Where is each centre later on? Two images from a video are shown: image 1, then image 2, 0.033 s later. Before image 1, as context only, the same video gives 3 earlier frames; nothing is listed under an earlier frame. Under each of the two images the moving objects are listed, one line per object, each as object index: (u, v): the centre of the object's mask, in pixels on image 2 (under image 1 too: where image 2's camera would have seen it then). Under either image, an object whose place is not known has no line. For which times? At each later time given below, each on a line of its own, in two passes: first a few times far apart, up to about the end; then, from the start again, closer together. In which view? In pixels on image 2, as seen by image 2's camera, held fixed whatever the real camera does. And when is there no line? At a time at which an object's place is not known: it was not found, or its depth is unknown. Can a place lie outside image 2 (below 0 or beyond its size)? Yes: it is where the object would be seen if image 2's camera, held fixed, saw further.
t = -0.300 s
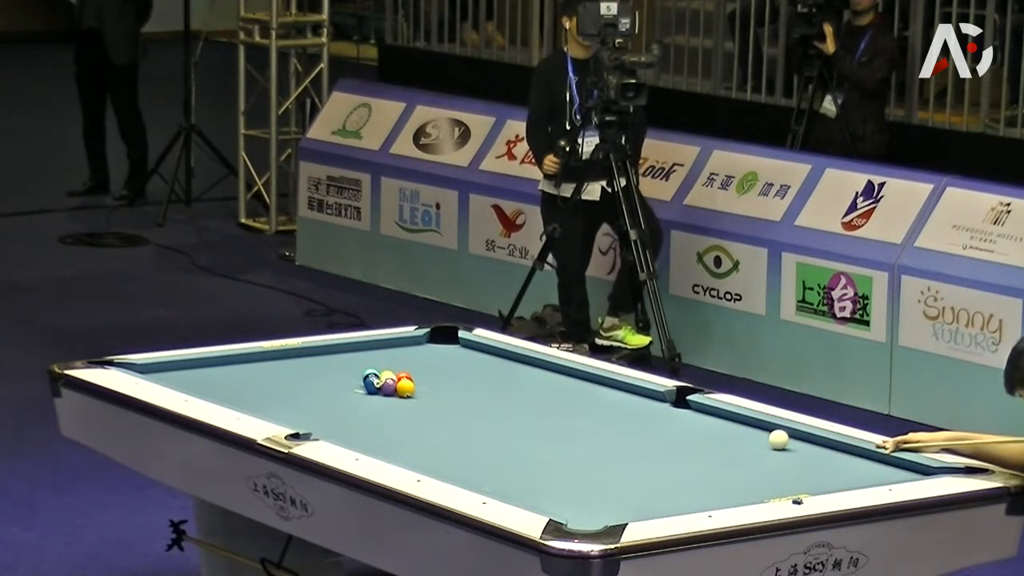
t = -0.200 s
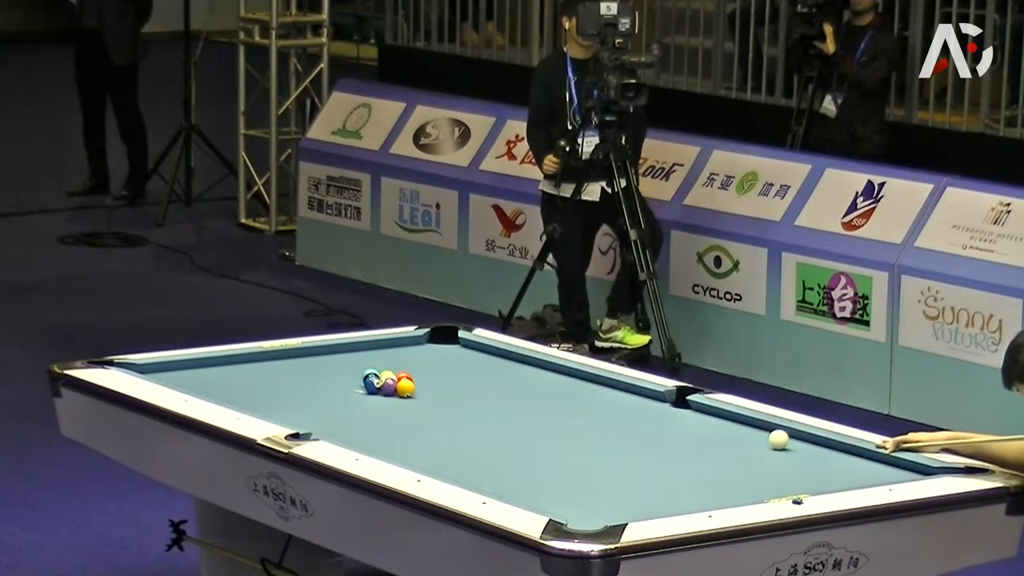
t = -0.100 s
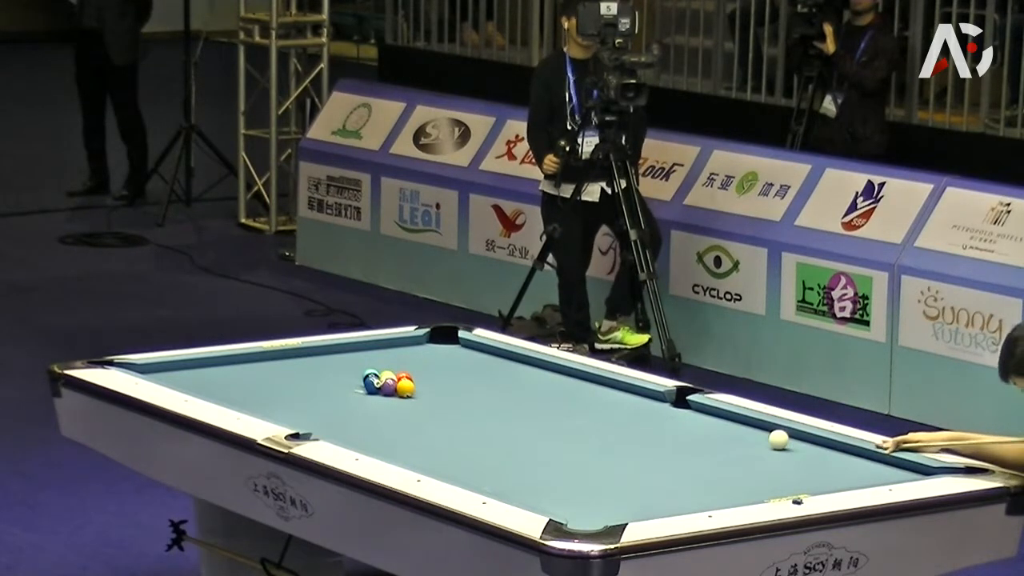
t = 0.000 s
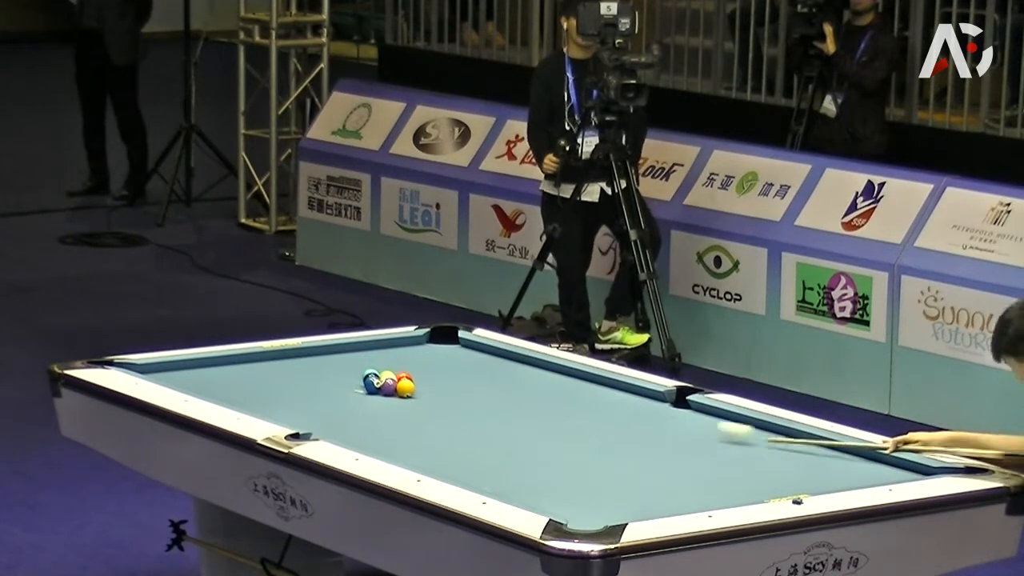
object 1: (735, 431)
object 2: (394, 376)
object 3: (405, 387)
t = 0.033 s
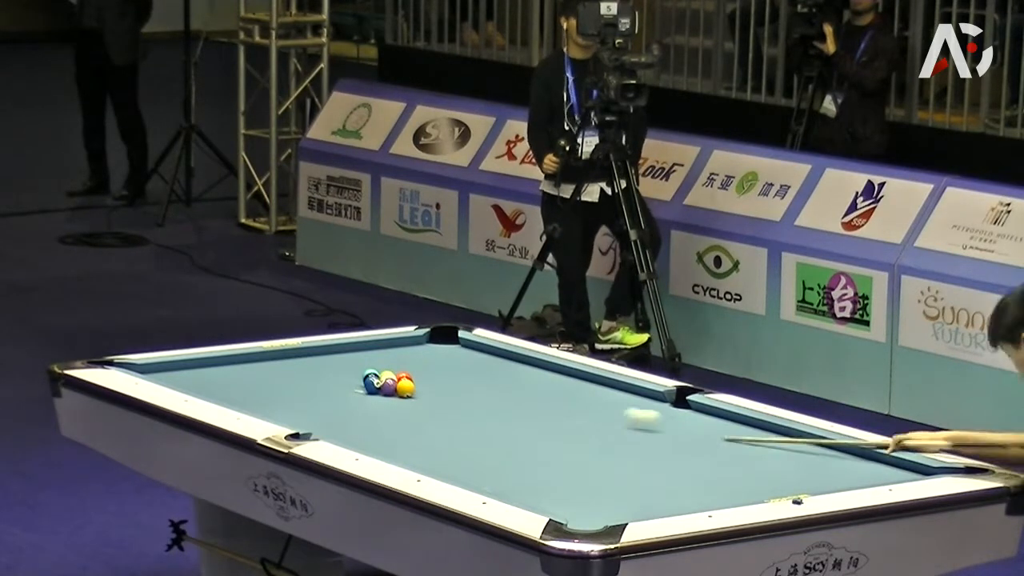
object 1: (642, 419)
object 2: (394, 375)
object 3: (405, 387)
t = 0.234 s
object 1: (454, 381)
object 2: (387, 382)
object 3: (389, 400)
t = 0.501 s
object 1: (511, 375)
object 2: (385, 380)
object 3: (359, 425)
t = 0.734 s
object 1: (548, 368)
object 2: (383, 379)
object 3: (339, 436)
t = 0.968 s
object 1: (530, 371)
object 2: (381, 378)
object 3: (347, 430)
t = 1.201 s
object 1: (513, 373)
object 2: (380, 377)
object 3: (353, 421)
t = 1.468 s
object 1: (494, 377)
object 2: (380, 376)
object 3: (361, 411)
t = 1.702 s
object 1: (479, 380)
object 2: (379, 376)
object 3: (367, 403)
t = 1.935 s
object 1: (463, 382)
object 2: (379, 376)
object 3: (373, 397)
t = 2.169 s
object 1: (449, 385)
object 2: (379, 375)
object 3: (378, 389)
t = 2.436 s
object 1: (433, 387)
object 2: (378, 373)
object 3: (384, 382)
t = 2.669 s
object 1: (420, 389)
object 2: (376, 374)
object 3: (391, 378)
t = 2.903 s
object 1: (408, 391)
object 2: (372, 371)
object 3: (401, 376)
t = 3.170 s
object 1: (395, 393)
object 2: (367, 368)
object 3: (412, 374)
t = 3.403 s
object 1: (383, 395)
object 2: (363, 365)
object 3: (421, 373)
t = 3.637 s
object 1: (374, 396)
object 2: (360, 363)
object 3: (428, 372)
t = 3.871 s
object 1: (365, 397)
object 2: (357, 360)
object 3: (434, 370)
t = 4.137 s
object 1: (355, 398)
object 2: (354, 358)
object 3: (440, 369)
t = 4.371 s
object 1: (348, 399)
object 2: (351, 356)
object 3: (444, 368)
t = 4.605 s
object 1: (342, 400)
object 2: (349, 354)
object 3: (447, 367)
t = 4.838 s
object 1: (336, 401)
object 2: (345, 354)
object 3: (450, 367)
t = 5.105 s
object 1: (331, 401)
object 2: (342, 352)
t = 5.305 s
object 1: (322, 397)
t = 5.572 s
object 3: (455, 366)
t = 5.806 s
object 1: (324, 401)
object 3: (455, 365)
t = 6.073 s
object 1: (323, 401)
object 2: (336, 350)
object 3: (455, 365)
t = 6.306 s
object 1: (323, 401)
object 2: (336, 350)
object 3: (455, 366)
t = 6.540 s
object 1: (323, 401)
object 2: (336, 350)
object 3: (455, 366)
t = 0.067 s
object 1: (551, 407)
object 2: (394, 376)
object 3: (405, 387)
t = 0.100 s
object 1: (466, 394)
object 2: (394, 375)
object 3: (405, 387)
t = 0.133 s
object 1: (426, 385)
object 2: (392, 376)
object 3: (403, 387)
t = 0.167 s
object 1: (436, 379)
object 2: (387, 381)
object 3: (399, 391)
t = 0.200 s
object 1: (445, 378)
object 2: (387, 381)
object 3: (394, 396)
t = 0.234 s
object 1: (454, 381)
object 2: (387, 382)
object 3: (389, 400)
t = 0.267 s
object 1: (463, 383)
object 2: (387, 382)
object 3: (386, 403)
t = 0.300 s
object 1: (471, 380)
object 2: (387, 381)
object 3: (381, 407)
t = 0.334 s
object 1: (479, 380)
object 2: (386, 381)
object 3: (377, 410)
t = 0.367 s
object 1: (486, 379)
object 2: (386, 381)
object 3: (373, 413)
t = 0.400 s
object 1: (493, 378)
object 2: (386, 381)
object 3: (370, 416)
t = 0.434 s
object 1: (499, 377)
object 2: (385, 381)
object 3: (366, 419)
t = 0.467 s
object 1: (505, 376)
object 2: (385, 380)
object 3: (362, 422)
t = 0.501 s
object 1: (511, 375)
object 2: (385, 380)
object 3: (359, 425)
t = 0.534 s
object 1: (516, 374)
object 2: (385, 380)
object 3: (355, 427)
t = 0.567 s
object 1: (522, 373)
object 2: (384, 382)
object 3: (351, 431)
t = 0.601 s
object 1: (527, 372)
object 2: (384, 382)
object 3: (347, 433)
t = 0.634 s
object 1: (532, 371)
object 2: (384, 380)
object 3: (344, 435)
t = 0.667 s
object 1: (538, 370)
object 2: (384, 380)
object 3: (341, 436)
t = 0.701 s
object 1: (542, 369)
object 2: (383, 380)
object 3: (338, 437)
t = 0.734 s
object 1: (548, 368)
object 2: (383, 379)
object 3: (339, 436)
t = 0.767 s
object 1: (549, 368)
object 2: (383, 379)
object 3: (340, 435)
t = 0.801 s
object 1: (545, 368)
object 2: (382, 379)
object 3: (342, 434)
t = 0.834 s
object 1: (542, 369)
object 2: (382, 379)
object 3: (343, 434)
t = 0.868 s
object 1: (538, 369)
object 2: (382, 379)
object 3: (344, 433)
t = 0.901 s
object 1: (535, 369)
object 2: (382, 379)
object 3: (345, 432)
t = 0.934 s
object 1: (533, 370)
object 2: (382, 379)
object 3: (346, 431)
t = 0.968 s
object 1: (530, 371)
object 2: (381, 378)
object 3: (347, 430)
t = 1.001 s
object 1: (528, 371)
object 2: (381, 378)
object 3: (347, 428)
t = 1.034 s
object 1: (525, 371)
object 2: (381, 378)
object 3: (348, 427)
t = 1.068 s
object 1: (523, 372)
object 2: (381, 378)
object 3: (349, 426)
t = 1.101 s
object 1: (521, 371)
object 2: (381, 378)
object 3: (350, 424)
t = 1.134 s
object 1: (519, 371)
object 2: (380, 378)
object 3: (351, 423)
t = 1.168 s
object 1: (515, 372)
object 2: (380, 378)
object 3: (352, 422)
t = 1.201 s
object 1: (513, 373)
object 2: (380, 377)
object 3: (353, 421)
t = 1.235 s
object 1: (511, 374)
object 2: (380, 378)
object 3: (354, 419)
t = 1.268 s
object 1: (508, 374)
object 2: (380, 377)
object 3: (355, 418)
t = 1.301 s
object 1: (506, 375)
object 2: (380, 377)
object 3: (356, 417)
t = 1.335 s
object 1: (504, 375)
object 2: (380, 377)
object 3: (357, 416)
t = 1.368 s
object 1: (501, 376)
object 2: (380, 377)
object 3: (358, 415)
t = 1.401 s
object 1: (499, 376)
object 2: (380, 377)
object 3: (359, 414)
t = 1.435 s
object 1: (496, 377)
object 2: (379, 376)
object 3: (360, 413)
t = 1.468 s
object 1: (494, 377)
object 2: (380, 376)
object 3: (361, 411)
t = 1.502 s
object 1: (492, 377)
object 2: (380, 377)
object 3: (362, 410)
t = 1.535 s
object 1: (490, 378)
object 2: (380, 376)
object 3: (362, 409)
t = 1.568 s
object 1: (487, 378)
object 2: (380, 376)
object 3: (363, 408)
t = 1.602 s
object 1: (485, 379)
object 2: (379, 376)
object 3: (364, 407)
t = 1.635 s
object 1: (483, 379)
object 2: (379, 376)
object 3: (365, 405)
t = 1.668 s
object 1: (481, 379)
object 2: (379, 376)
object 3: (366, 404)
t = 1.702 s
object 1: (479, 380)
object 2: (379, 376)
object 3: (367, 403)
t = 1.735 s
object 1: (476, 380)
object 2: (379, 376)
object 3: (367, 402)
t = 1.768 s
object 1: (474, 380)
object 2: (379, 376)
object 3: (368, 401)
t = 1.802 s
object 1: (472, 381)
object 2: (379, 376)
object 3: (369, 400)
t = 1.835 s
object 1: (470, 381)
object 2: (379, 376)
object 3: (370, 399)
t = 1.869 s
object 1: (467, 381)
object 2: (379, 376)
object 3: (371, 398)
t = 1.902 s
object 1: (465, 382)
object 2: (379, 376)
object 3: (372, 397)
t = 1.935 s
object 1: (463, 382)
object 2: (379, 376)
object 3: (373, 397)
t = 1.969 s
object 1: (461, 382)
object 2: (379, 376)
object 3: (373, 395)
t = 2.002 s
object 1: (459, 383)
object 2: (379, 376)
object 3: (374, 394)
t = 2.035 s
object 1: (457, 383)
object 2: (379, 375)
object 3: (375, 393)
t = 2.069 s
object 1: (455, 384)
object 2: (379, 375)
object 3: (375, 392)
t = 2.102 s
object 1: (453, 384)
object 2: (379, 375)
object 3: (376, 391)
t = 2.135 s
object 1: (451, 385)
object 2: (379, 375)
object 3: (377, 390)
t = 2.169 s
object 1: (449, 385)
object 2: (379, 375)
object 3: (378, 389)
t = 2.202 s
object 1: (447, 385)
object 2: (379, 374)
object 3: (379, 388)
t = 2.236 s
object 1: (445, 385)
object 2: (379, 374)
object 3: (380, 387)
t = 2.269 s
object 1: (443, 386)
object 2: (379, 373)
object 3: (380, 387)
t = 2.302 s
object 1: (441, 386)
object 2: (379, 373)
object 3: (381, 386)
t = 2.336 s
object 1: (439, 386)
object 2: (379, 373)
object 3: (381, 385)
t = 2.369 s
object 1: (437, 387)
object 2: (378, 373)
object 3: (382, 383)
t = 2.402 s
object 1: (435, 387)
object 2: (378, 373)
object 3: (383, 383)
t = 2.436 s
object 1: (433, 387)
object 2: (378, 373)
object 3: (384, 382)
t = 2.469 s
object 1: (431, 388)
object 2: (377, 372)
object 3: (384, 381)
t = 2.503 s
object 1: (429, 388)
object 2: (376, 373)
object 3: (385, 381)
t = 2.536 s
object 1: (428, 388)
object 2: (376, 373)
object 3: (385, 380)
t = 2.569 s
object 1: (426, 389)
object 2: (376, 374)
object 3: (387, 380)
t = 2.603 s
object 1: (424, 389)
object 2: (376, 374)
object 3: (389, 379)
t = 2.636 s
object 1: (422, 389)
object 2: (376, 374)
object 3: (390, 379)
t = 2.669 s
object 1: (420, 389)
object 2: (376, 374)
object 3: (391, 378)
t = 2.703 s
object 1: (418, 390)
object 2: (375, 374)
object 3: (393, 378)
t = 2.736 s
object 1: (417, 389)
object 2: (375, 373)
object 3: (394, 378)
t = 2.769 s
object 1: (415, 390)
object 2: (374, 373)
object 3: (396, 377)
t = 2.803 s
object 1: (413, 390)
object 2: (374, 372)
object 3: (397, 377)
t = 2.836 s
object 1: (411, 391)
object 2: (373, 372)
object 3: (399, 377)
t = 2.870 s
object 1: (409, 391)
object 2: (373, 371)
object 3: (400, 376)
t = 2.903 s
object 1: (408, 391)
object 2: (372, 371)
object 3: (401, 376)
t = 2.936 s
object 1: (406, 391)
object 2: (371, 370)
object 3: (403, 375)
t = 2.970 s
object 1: (404, 391)
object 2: (370, 370)
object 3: (404, 375)
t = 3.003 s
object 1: (402, 392)
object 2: (370, 370)
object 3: (406, 375)
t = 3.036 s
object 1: (400, 392)
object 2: (369, 369)
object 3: (407, 375)
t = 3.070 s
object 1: (399, 392)
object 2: (368, 369)
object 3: (409, 375)
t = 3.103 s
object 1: (398, 393)
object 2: (368, 368)
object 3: (410, 375)
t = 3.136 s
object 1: (397, 393)
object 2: (367, 368)
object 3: (411, 374)
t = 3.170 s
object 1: (395, 393)
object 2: (367, 368)
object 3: (412, 374)
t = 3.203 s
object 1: (393, 393)
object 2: (366, 367)
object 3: (413, 374)
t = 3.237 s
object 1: (391, 394)
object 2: (366, 367)
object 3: (415, 374)
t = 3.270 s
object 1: (389, 394)
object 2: (365, 366)
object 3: (416, 374)
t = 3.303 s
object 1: (388, 394)
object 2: (365, 366)
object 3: (417, 374)
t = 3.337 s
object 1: (386, 394)
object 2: (364, 366)
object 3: (418, 373)
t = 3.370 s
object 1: (385, 394)
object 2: (364, 365)
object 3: (419, 373)
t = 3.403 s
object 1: (383, 395)
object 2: (363, 365)
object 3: (421, 373)
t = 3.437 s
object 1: (382, 394)
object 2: (363, 365)
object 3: (422, 373)
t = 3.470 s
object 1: (382, 394)
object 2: (362, 364)
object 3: (423, 373)
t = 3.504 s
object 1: (379, 394)
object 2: (362, 364)
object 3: (424, 372)
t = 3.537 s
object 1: (377, 394)
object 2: (361, 364)
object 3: (425, 372)
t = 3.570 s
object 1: (376, 395)
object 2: (361, 363)
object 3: (426, 372)
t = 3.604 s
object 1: (375, 395)
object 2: (361, 363)
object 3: (427, 372)
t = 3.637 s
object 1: (374, 396)
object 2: (360, 363)
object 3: (428, 372)
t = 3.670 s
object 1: (372, 396)
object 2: (360, 362)
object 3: (429, 371)
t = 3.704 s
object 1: (371, 396)
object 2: (359, 362)
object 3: (430, 371)
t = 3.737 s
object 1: (370, 397)
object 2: (359, 361)
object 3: (431, 371)
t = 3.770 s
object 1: (369, 396)
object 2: (358, 361)
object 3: (431, 371)
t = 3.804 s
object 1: (367, 397)
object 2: (358, 361)
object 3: (432, 371)
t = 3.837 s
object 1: (366, 397)
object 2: (358, 361)
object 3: (433, 371)
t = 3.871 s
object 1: (365, 397)
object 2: (357, 360)
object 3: (434, 370)
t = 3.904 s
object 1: (364, 397)
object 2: (356, 360)
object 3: (435, 370)
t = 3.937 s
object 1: (362, 397)
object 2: (356, 360)
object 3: (435, 370)
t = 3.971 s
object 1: (361, 397)
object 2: (356, 360)
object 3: (436, 370)
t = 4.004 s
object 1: (360, 398)
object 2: (355, 359)
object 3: (437, 370)
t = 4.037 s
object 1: (358, 398)
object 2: (355, 359)
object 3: (438, 370)
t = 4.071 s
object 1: (358, 398)
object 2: (355, 359)
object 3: (438, 369)
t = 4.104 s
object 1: (357, 398)
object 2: (354, 359)
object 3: (439, 369)
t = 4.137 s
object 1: (355, 398)
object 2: (354, 358)
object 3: (440, 369)
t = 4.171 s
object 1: (354, 398)
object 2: (354, 358)
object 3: (440, 369)
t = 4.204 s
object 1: (353, 398)
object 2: (353, 357)
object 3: (441, 369)
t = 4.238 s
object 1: (352, 398)
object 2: (353, 357)
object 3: (441, 369)
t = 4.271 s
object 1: (351, 399)
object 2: (352, 357)
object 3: (442, 369)
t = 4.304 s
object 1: (350, 399)
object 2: (352, 357)
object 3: (443, 368)
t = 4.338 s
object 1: (349, 399)
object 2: (351, 356)
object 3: (443, 368)
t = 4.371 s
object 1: (348, 399)
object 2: (351, 356)
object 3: (444, 368)
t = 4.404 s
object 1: (347, 399)
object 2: (351, 356)
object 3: (444, 368)
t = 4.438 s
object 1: (347, 399)
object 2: (350, 356)
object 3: (445, 368)
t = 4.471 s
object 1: (346, 399)
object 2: (350, 355)
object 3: (445, 367)
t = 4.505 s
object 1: (345, 400)
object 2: (349, 355)
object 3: (446, 368)
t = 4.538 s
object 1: (344, 399)
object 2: (349, 355)
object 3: (446, 368)
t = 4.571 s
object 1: (343, 400)
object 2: (349, 355)
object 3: (447, 367)
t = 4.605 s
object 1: (342, 400)
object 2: (349, 354)
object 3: (447, 367)
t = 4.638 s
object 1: (341, 400)
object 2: (348, 354)
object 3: (448, 367)
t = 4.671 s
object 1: (340, 400)
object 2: (348, 354)
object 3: (448, 367)
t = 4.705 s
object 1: (339, 400)
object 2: (348, 354)
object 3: (449, 367)
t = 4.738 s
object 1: (339, 401)
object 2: (346, 354)
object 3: (449, 367)
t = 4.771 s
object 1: (338, 401)
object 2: (346, 354)
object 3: (449, 367)
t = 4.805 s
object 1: (337, 401)
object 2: (345, 354)
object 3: (450, 367)
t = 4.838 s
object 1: (336, 401)
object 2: (345, 354)
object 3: (450, 367)
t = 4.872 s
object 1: (336, 401)
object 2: (344, 353)
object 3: (451, 367)
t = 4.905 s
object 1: (335, 401)
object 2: (344, 353)
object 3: (451, 367)
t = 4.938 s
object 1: (335, 401)
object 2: (344, 353)
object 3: (451, 367)
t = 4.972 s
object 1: (334, 401)
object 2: (343, 353)
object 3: (451, 367)
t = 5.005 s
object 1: (333, 401)
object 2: (343, 353)
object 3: (452, 366)
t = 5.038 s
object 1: (332, 401)
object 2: (342, 353)
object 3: (452, 366)
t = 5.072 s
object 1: (331, 401)
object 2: (342, 353)
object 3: (451, 366)
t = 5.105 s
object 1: (331, 401)
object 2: (342, 352)
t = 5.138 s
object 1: (330, 401)
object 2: (342, 352)
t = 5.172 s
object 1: (330, 401)
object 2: (341, 352)
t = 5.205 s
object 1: (330, 401)
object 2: (341, 352)
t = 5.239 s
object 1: (329, 401)
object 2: (341, 352)
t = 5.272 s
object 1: (328, 401)
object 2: (340, 352)
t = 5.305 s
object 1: (322, 397)
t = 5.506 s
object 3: (456, 366)
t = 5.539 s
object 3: (455, 366)
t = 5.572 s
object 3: (455, 366)
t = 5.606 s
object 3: (455, 366)
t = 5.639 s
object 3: (455, 366)
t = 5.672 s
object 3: (455, 366)
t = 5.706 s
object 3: (455, 366)
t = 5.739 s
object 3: (455, 366)
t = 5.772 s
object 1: (327, 404)
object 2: (339, 350)
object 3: (455, 365)
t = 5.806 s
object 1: (324, 401)
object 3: (455, 365)
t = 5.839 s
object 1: (324, 401)
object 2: (337, 350)
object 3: (455, 365)
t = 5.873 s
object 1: (323, 401)
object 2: (337, 350)
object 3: (455, 365)
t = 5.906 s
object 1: (323, 401)
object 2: (337, 350)
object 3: (455, 365)
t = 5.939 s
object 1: (323, 401)
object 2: (336, 350)
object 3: (455, 365)
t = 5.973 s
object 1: (323, 401)
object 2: (336, 350)
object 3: (455, 365)
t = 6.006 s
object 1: (323, 401)
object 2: (336, 350)
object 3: (455, 365)
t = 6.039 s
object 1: (323, 401)
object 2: (336, 350)
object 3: (455, 366)
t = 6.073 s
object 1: (323, 401)
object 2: (336, 350)
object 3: (455, 365)
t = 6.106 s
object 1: (323, 401)
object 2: (336, 350)
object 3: (455, 365)
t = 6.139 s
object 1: (323, 401)
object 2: (336, 350)
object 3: (455, 365)
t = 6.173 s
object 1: (323, 401)
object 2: (336, 350)
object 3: (455, 365)
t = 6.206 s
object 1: (323, 401)
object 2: (336, 350)
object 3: (455, 366)
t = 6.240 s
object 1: (323, 401)
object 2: (336, 350)
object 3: (455, 366)
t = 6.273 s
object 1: (323, 401)
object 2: (336, 350)
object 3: (455, 366)
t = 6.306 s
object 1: (323, 401)
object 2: (336, 350)
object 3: (455, 366)
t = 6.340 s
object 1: (323, 401)
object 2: (336, 350)
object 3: (455, 366)
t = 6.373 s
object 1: (323, 401)
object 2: (336, 350)
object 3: (455, 365)
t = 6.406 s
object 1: (323, 401)
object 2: (336, 350)
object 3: (455, 366)
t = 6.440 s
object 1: (323, 401)
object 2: (336, 350)
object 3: (455, 366)
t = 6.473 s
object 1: (323, 401)
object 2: (336, 350)
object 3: (455, 366)
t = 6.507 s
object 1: (323, 401)
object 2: (336, 350)
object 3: (455, 366)
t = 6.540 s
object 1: (323, 401)
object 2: (336, 350)
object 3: (455, 366)
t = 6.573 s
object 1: (323, 401)
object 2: (336, 350)
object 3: (455, 366)
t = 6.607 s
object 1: (323, 401)
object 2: (336, 350)
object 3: (455, 366)
